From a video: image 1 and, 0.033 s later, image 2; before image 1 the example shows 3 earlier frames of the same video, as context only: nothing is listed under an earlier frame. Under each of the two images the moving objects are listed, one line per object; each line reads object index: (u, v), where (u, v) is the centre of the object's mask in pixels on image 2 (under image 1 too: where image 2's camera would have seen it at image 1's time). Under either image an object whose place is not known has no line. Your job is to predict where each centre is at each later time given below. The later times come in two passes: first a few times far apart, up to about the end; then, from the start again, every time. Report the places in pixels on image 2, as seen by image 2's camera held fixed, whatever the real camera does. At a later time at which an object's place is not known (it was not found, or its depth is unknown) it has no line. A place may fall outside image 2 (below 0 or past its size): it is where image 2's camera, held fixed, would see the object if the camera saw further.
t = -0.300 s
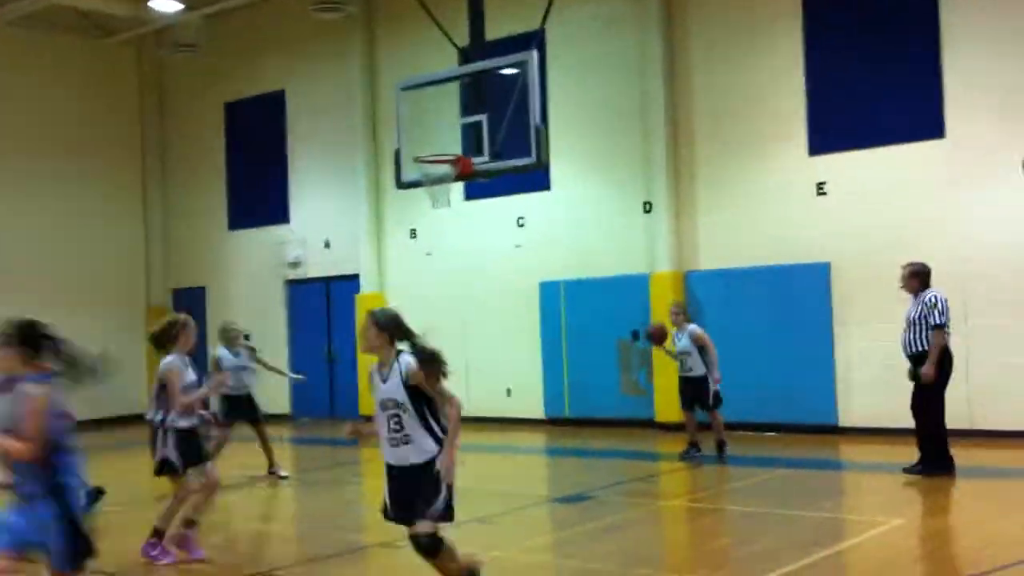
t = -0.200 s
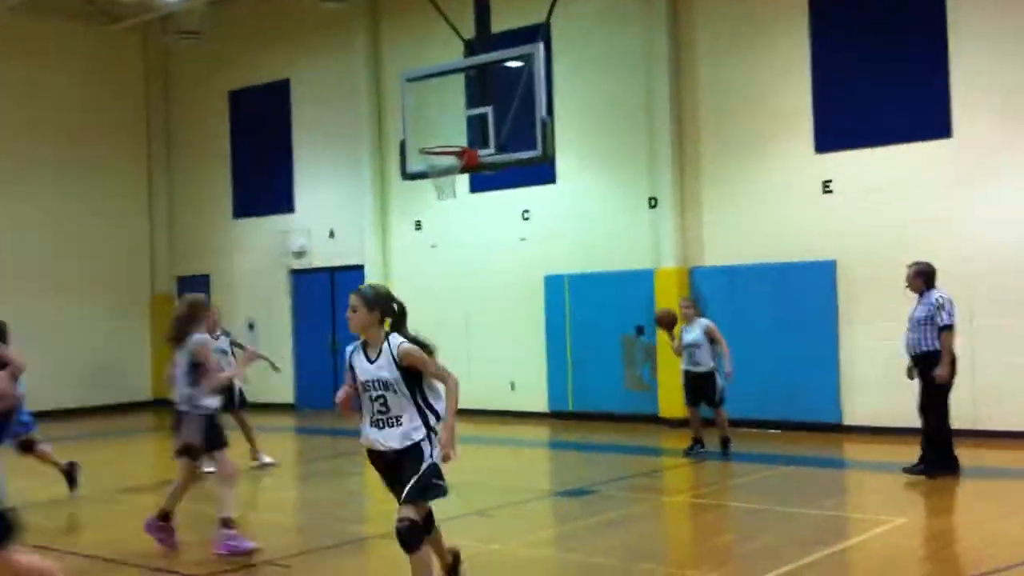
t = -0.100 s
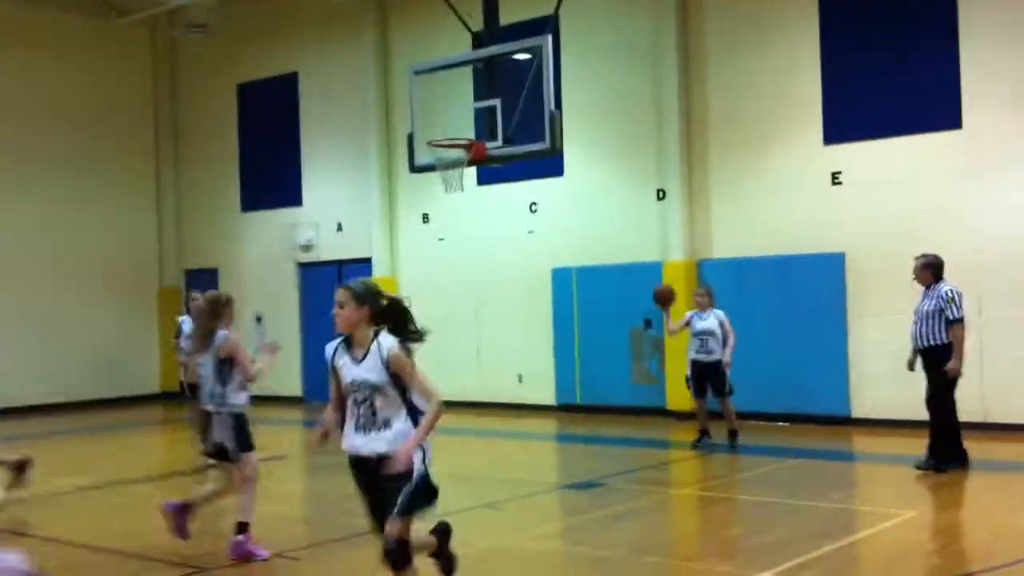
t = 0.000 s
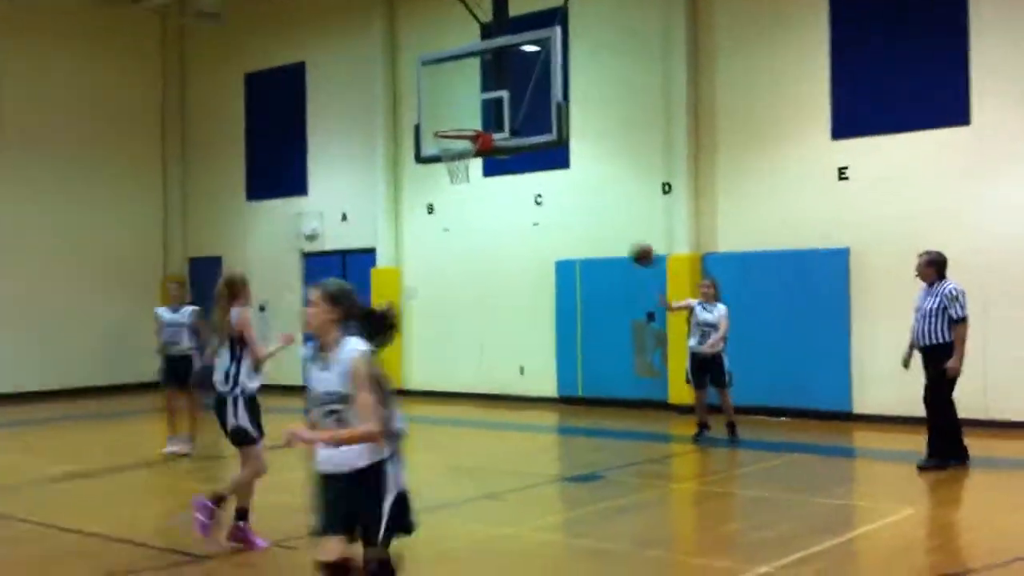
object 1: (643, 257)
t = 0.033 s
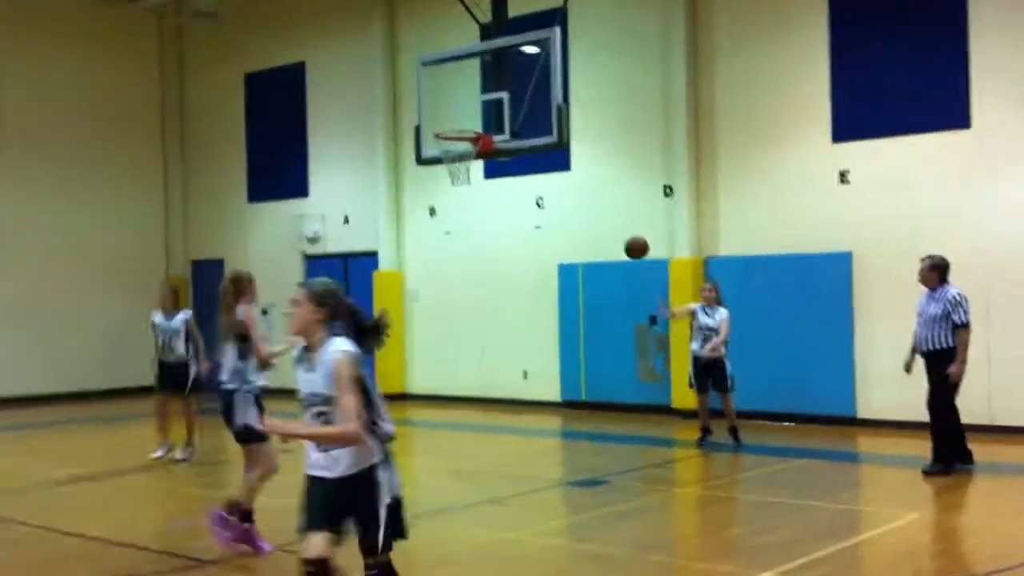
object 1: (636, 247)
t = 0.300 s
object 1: (553, 196)
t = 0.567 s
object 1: (429, 228)
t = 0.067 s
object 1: (628, 238)
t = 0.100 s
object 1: (617, 228)
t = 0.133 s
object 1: (607, 221)
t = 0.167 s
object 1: (598, 214)
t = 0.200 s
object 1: (587, 207)
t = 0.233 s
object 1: (575, 202)
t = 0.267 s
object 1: (564, 199)
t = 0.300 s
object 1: (553, 196)
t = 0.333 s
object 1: (539, 194)
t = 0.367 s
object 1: (526, 194)
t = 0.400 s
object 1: (512, 195)
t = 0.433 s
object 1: (497, 198)
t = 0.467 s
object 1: (481, 202)
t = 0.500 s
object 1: (465, 208)
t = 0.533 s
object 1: (449, 216)
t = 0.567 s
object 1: (429, 228)
